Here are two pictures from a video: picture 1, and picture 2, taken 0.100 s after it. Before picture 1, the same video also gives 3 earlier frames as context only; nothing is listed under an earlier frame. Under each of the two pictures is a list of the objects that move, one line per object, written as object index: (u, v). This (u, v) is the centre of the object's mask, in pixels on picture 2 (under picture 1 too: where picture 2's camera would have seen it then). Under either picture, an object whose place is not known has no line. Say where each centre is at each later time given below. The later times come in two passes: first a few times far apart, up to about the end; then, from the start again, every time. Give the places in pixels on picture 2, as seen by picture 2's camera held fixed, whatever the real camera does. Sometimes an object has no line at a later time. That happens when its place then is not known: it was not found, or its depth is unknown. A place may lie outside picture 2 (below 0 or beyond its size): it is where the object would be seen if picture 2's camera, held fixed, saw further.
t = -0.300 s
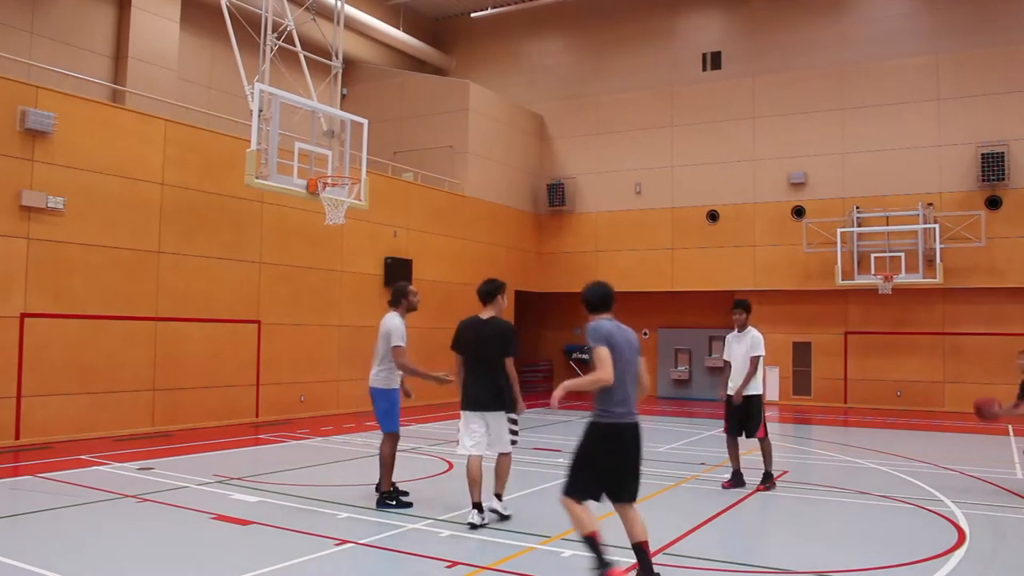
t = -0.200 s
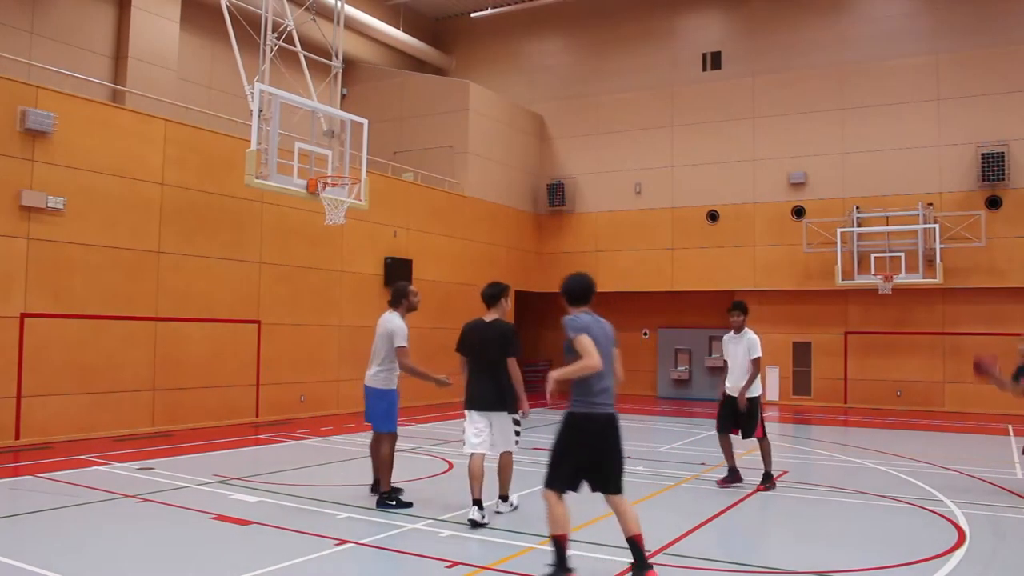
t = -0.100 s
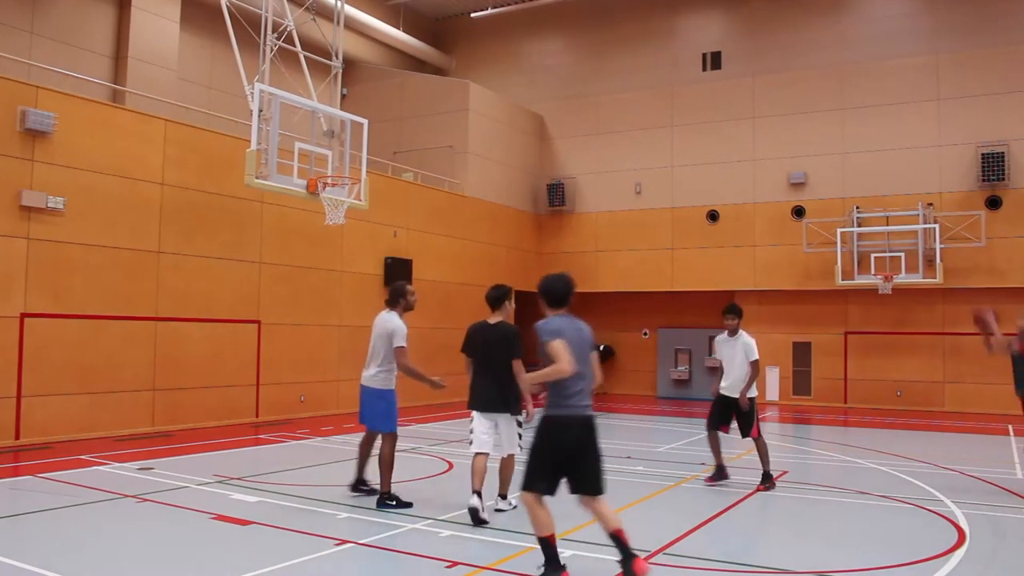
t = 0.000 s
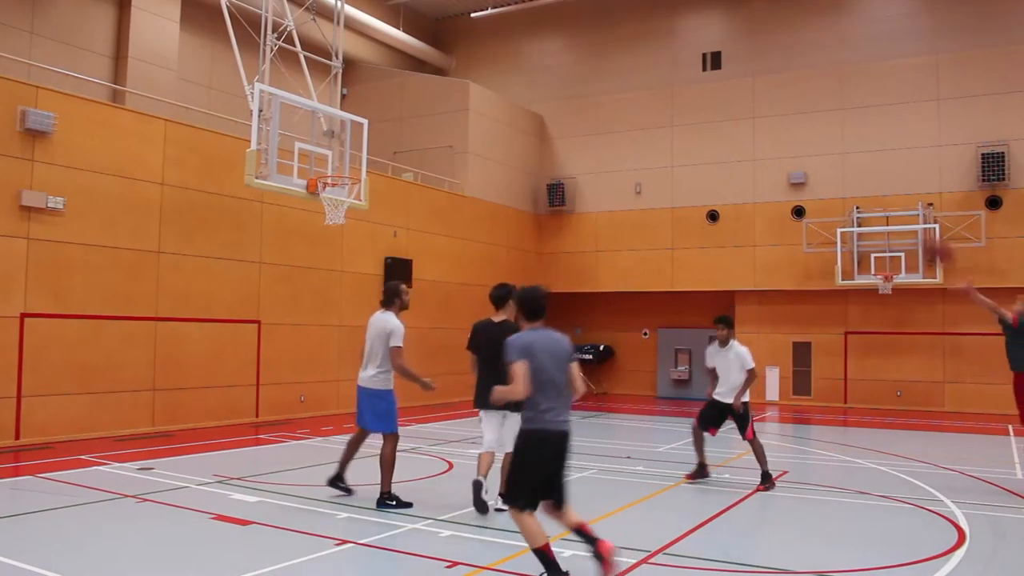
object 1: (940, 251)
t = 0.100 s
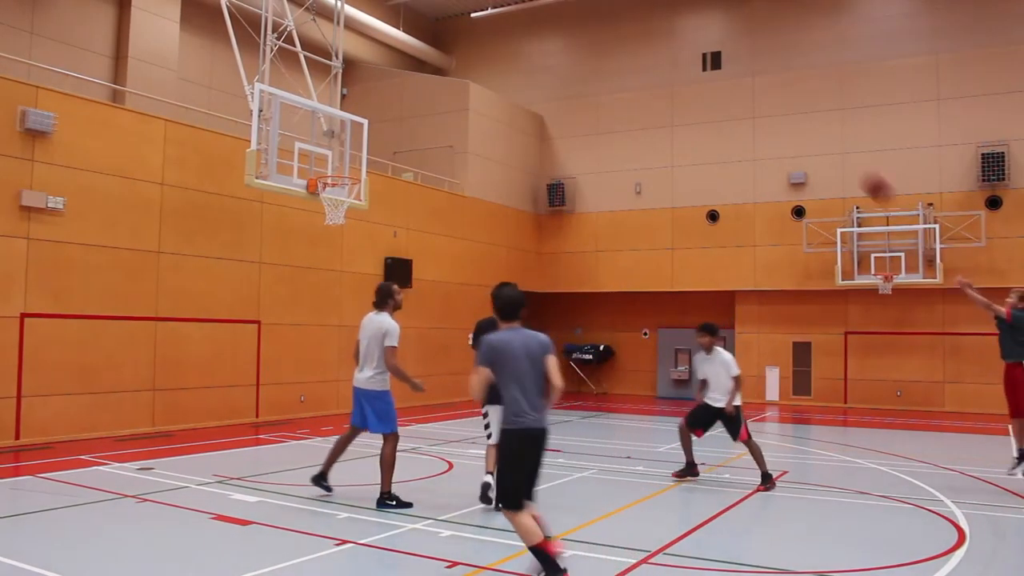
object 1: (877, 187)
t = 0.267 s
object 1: (779, 107)
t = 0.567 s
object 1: (614, 37)
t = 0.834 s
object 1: (480, 45)
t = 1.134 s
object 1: (336, 127)
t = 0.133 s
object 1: (856, 169)
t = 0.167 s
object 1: (837, 152)
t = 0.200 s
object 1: (818, 136)
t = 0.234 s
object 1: (798, 121)
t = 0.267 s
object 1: (779, 107)
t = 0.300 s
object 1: (760, 96)
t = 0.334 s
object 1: (741, 85)
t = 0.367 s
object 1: (722, 75)
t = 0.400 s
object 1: (705, 65)
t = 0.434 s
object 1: (684, 59)
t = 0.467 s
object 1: (667, 52)
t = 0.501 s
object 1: (649, 46)
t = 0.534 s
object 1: (632, 41)
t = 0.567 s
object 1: (614, 37)
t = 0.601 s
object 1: (597, 34)
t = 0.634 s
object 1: (580, 32)
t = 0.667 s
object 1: (563, 32)
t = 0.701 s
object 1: (545, 32)
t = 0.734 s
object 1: (529, 34)
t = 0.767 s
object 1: (513, 37)
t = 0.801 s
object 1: (497, 40)
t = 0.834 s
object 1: (480, 45)
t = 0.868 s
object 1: (463, 50)
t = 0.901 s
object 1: (448, 56)
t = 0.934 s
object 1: (433, 67)
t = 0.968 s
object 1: (415, 71)
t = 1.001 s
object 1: (399, 82)
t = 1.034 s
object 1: (383, 92)
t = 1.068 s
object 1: (369, 102)
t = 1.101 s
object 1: (353, 115)
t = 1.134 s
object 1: (336, 127)
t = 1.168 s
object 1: (323, 139)
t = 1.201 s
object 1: (327, 147)
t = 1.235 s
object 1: (333, 158)
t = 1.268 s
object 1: (339, 168)
